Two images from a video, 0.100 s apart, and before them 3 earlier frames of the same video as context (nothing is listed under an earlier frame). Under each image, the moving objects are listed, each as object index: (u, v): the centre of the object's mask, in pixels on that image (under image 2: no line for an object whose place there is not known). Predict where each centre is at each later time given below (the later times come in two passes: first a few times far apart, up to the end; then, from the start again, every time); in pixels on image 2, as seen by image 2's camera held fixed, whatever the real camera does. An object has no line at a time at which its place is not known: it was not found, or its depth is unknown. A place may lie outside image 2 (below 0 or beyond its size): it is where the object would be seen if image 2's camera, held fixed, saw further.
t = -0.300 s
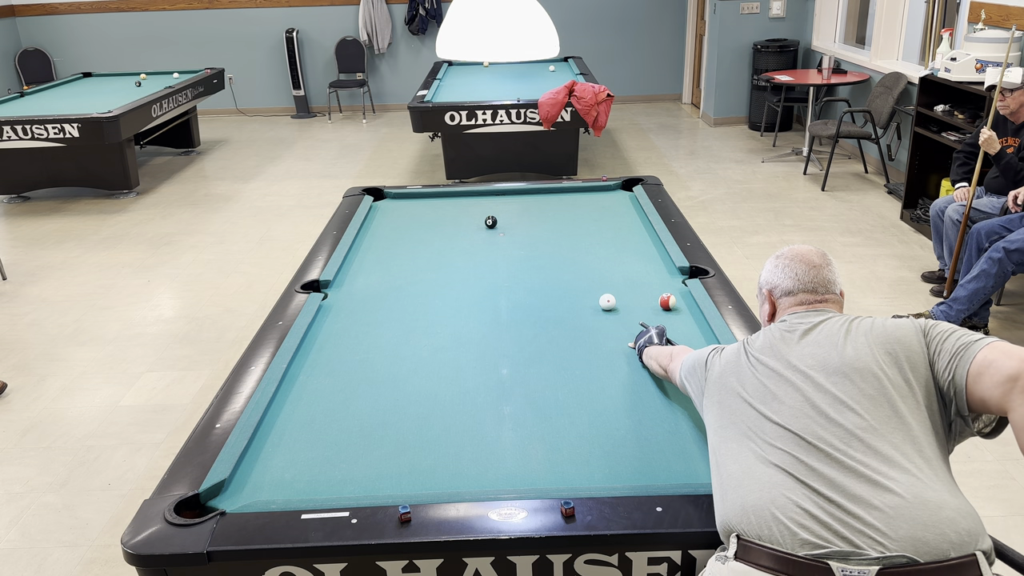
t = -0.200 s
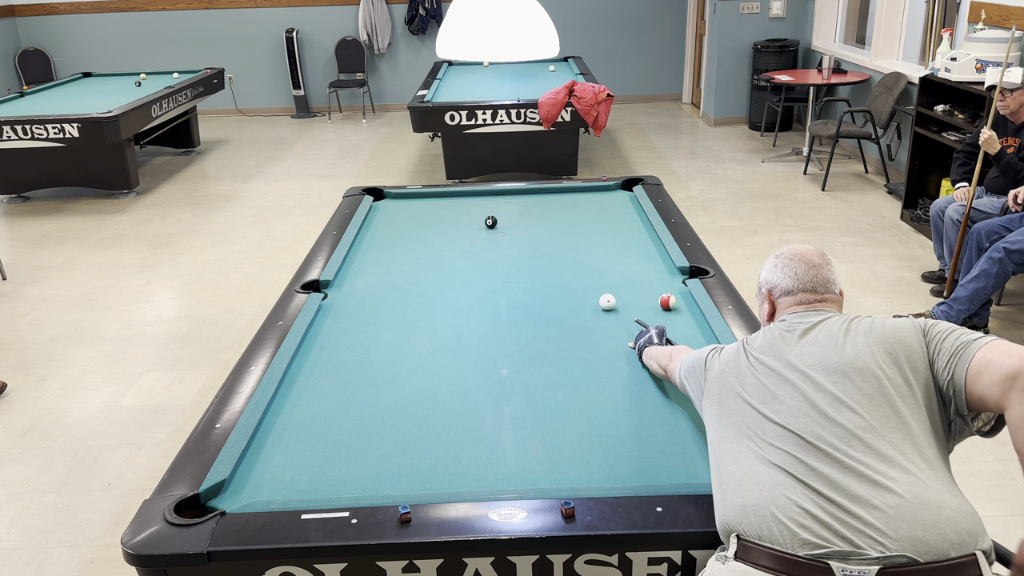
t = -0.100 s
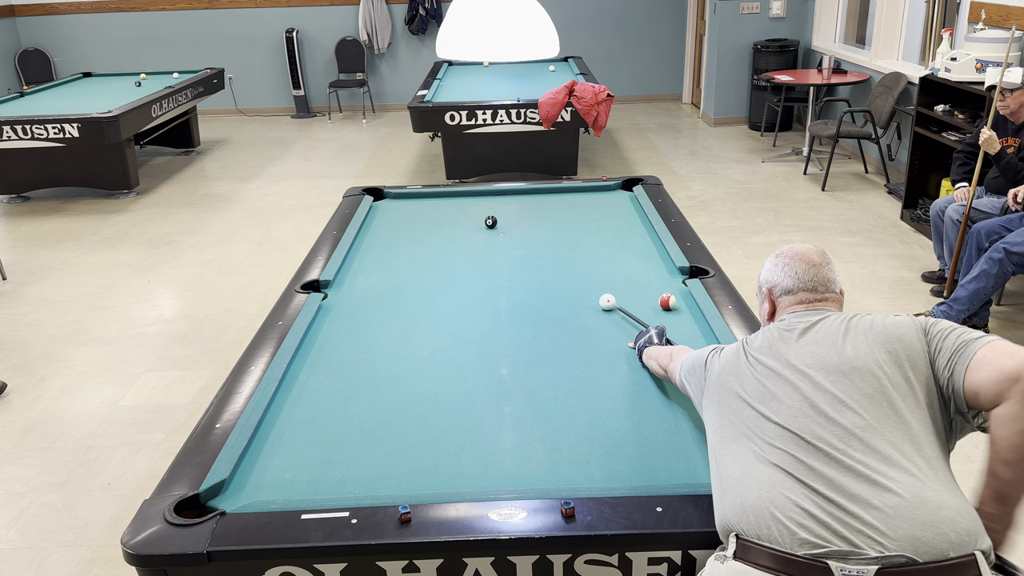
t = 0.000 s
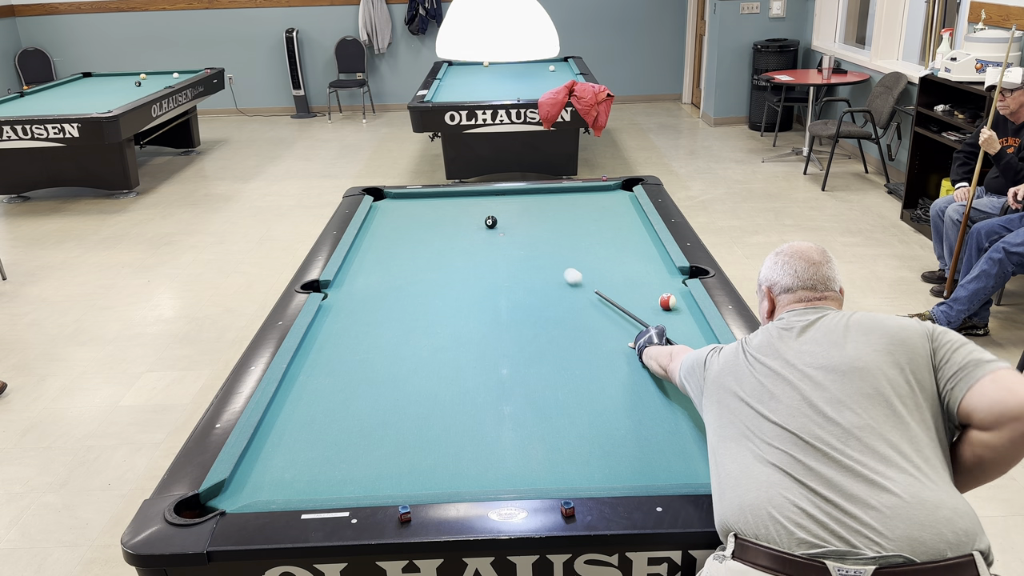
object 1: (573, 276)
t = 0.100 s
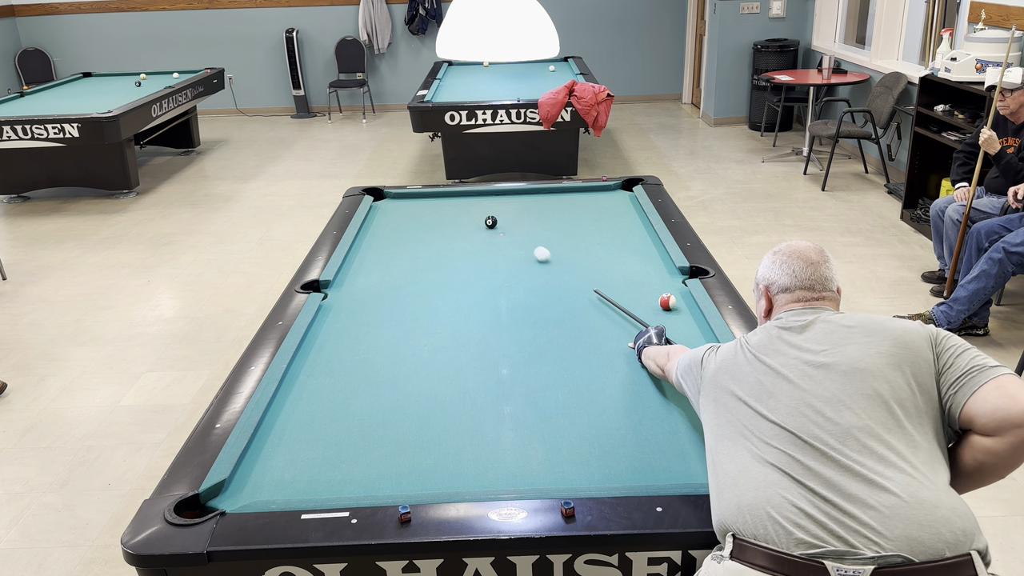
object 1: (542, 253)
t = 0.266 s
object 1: (503, 226)
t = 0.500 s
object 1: (526, 208)
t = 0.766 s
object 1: (543, 190)
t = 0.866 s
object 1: (553, 193)
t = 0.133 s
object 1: (533, 247)
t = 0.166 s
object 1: (525, 241)
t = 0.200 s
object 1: (518, 236)
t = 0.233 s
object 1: (510, 231)
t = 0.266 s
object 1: (503, 226)
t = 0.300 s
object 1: (503, 222)
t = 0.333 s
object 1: (509, 220)
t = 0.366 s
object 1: (513, 218)
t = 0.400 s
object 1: (517, 215)
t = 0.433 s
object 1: (521, 213)
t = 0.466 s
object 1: (524, 210)
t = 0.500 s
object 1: (526, 208)
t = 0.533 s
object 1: (528, 205)
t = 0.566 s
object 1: (531, 203)
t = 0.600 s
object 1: (533, 200)
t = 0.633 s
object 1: (535, 198)
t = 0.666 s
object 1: (537, 196)
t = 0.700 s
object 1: (539, 193)
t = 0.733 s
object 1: (541, 191)
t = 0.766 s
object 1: (543, 190)
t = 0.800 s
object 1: (547, 191)
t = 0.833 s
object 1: (550, 192)
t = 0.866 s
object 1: (553, 193)
